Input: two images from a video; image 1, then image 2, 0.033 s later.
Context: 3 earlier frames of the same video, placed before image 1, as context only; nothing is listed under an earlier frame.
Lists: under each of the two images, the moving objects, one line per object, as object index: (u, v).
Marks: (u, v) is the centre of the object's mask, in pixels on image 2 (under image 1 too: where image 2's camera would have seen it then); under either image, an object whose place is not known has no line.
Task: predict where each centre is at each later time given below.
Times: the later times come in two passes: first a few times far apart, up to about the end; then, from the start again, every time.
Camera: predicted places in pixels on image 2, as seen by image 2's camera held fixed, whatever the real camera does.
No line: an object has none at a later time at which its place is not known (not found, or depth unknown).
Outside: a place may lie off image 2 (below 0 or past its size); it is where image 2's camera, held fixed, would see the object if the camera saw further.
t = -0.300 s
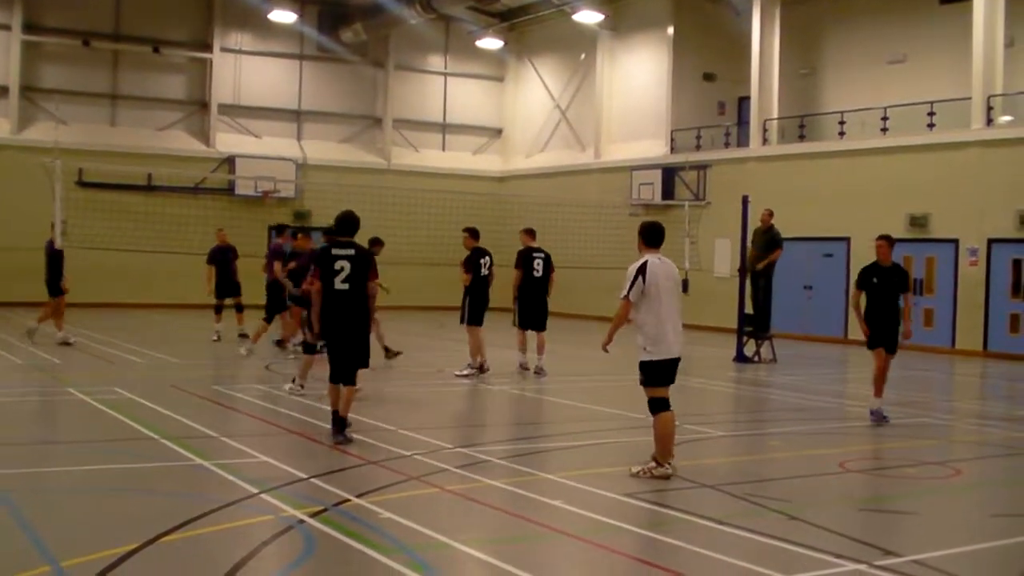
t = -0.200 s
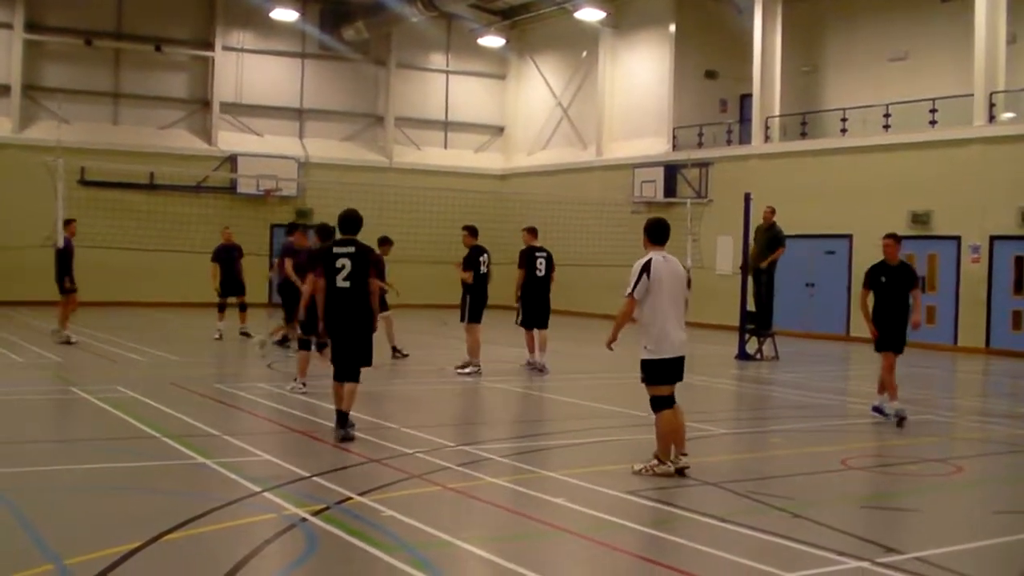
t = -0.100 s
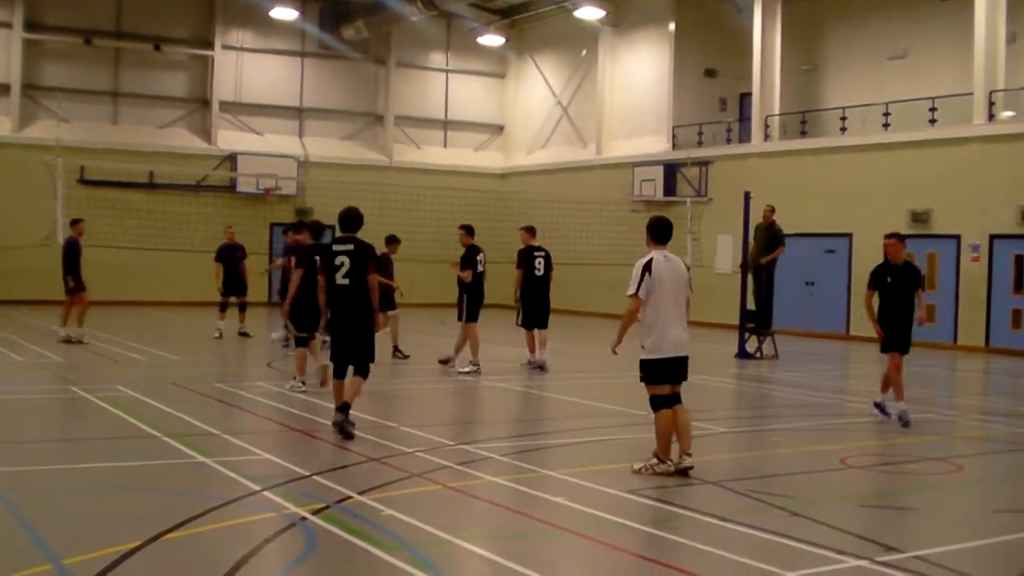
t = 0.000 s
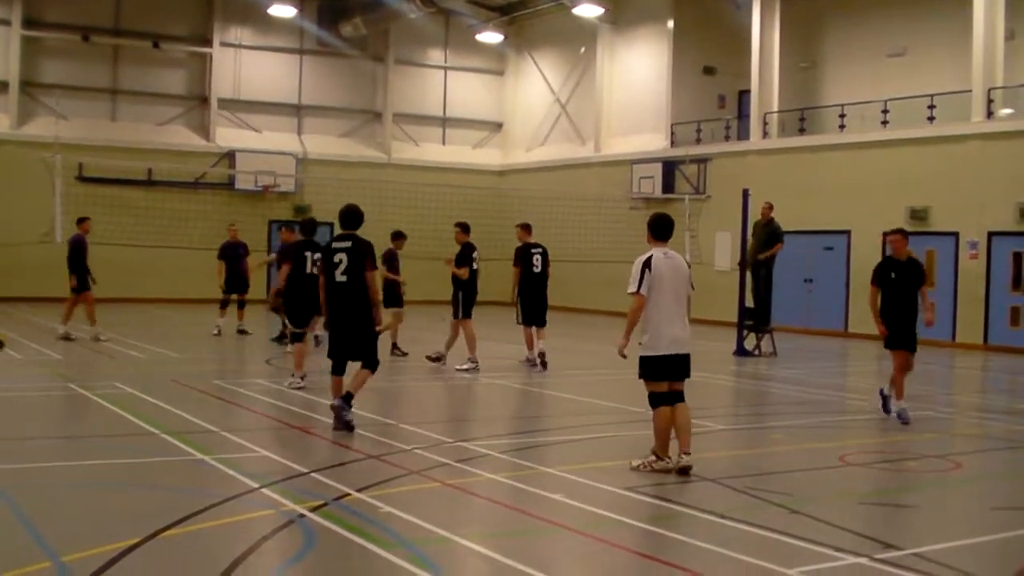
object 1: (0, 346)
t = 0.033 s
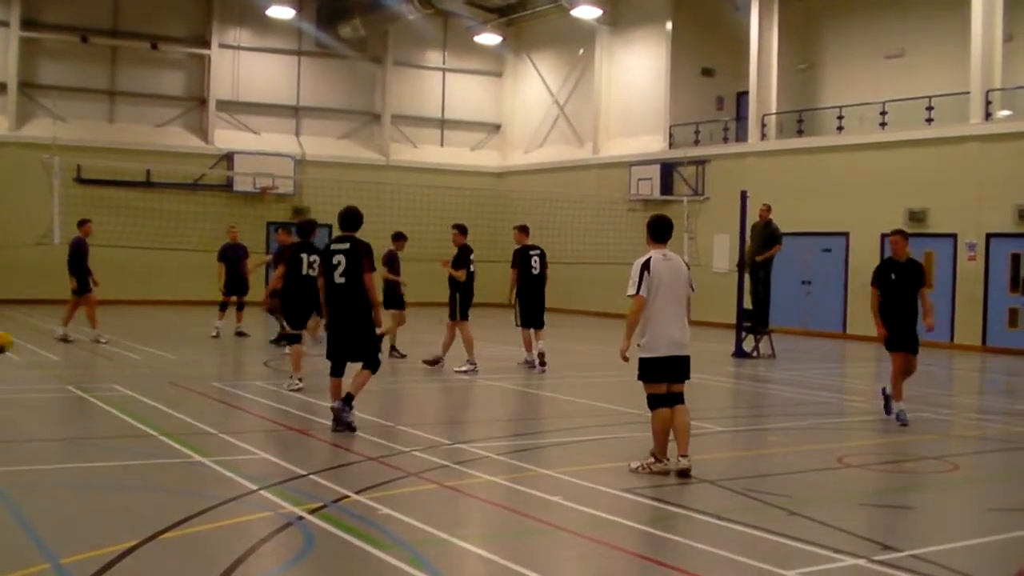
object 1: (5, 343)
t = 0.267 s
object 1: (51, 370)
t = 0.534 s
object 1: (115, 379)
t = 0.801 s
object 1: (183, 397)
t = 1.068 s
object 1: (254, 399)
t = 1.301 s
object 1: (320, 432)
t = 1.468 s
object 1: (370, 421)
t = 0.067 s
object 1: (8, 342)
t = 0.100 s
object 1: (13, 344)
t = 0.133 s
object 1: (20, 346)
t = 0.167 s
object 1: (29, 350)
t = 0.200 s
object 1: (36, 356)
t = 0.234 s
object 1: (43, 363)
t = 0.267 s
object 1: (51, 370)
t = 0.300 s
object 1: (59, 380)
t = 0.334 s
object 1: (66, 390)
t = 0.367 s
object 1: (75, 403)
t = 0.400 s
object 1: (85, 400)
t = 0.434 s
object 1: (91, 392)
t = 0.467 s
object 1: (99, 387)
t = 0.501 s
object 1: (108, 382)
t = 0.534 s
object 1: (115, 379)
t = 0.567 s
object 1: (123, 376)
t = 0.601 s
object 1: (132, 374)
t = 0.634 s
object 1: (142, 374)
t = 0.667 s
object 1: (149, 376)
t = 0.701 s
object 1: (158, 379)
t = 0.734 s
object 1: (166, 384)
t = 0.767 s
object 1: (174, 391)
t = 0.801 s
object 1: (183, 397)
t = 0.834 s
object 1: (191, 405)
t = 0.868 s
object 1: (200, 415)
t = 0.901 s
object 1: (210, 417)
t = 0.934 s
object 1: (218, 412)
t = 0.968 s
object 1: (227, 406)
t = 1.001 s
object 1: (236, 403)
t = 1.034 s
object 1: (245, 399)
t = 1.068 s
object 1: (254, 399)
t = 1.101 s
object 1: (264, 398)
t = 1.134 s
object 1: (274, 400)
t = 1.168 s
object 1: (283, 404)
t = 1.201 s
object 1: (292, 407)
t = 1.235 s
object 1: (301, 415)
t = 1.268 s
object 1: (310, 422)
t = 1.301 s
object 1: (320, 432)
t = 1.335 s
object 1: (331, 433)
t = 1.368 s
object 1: (342, 427)
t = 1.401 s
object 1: (351, 424)
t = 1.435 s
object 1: (360, 422)
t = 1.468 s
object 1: (370, 421)
